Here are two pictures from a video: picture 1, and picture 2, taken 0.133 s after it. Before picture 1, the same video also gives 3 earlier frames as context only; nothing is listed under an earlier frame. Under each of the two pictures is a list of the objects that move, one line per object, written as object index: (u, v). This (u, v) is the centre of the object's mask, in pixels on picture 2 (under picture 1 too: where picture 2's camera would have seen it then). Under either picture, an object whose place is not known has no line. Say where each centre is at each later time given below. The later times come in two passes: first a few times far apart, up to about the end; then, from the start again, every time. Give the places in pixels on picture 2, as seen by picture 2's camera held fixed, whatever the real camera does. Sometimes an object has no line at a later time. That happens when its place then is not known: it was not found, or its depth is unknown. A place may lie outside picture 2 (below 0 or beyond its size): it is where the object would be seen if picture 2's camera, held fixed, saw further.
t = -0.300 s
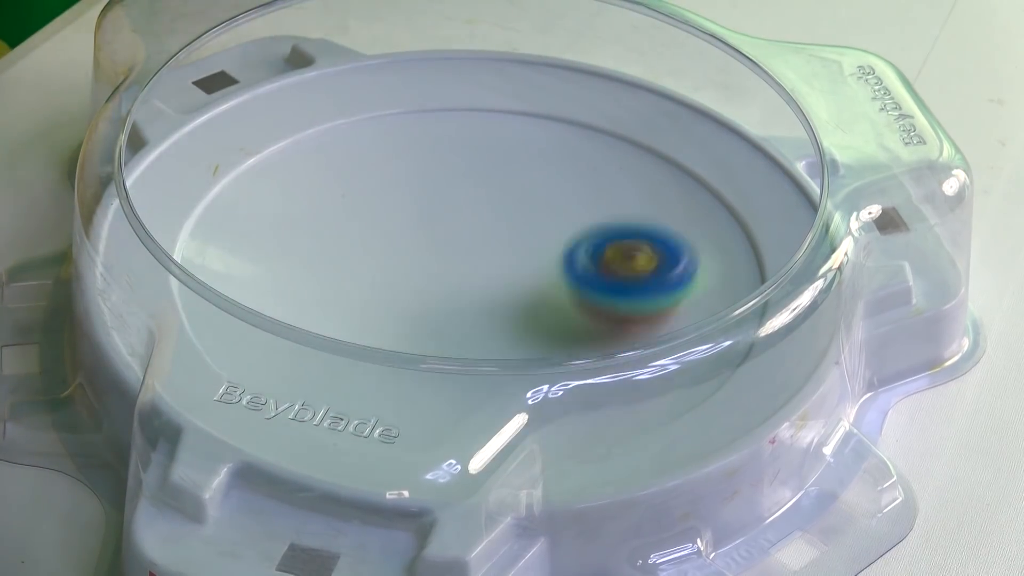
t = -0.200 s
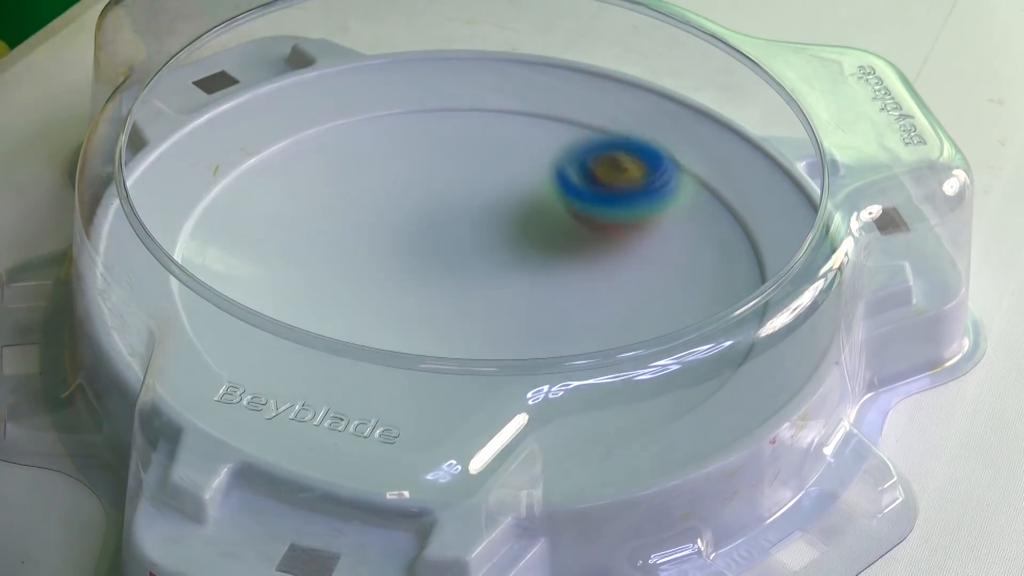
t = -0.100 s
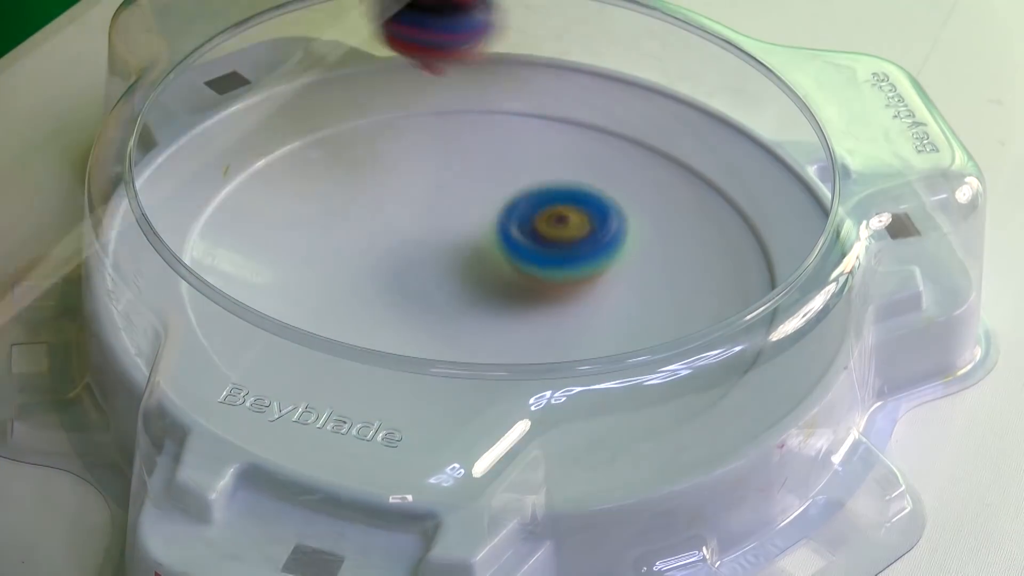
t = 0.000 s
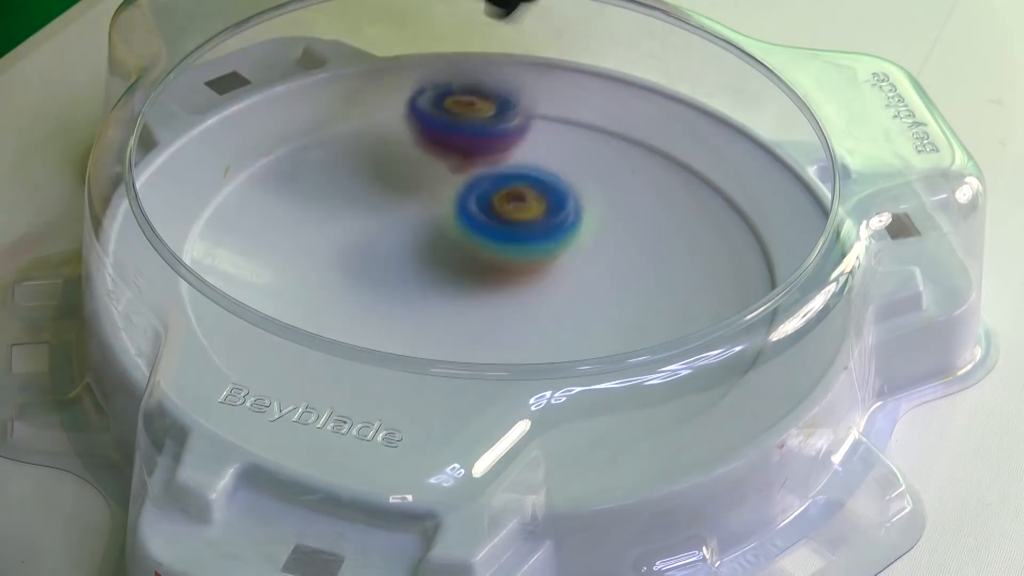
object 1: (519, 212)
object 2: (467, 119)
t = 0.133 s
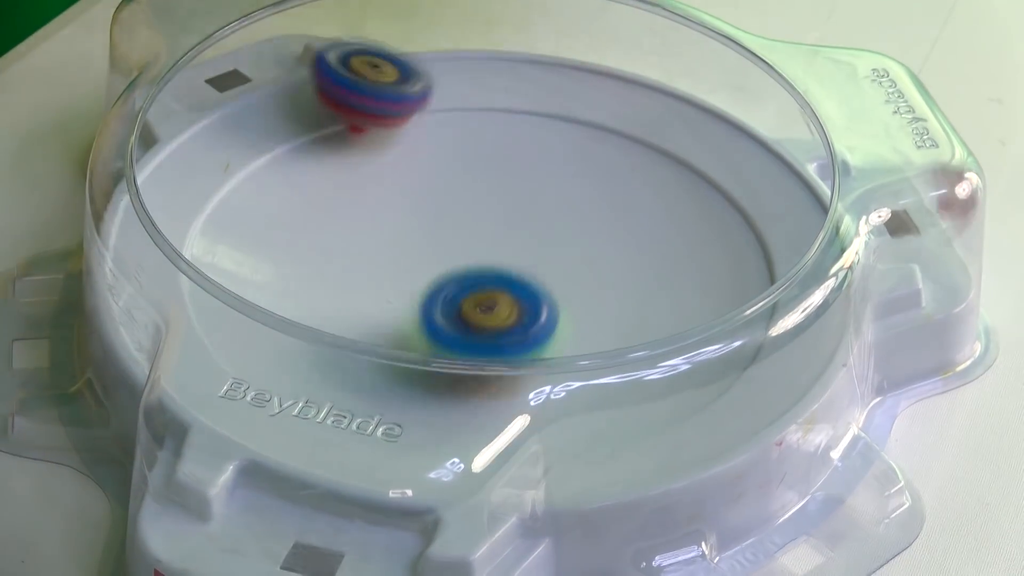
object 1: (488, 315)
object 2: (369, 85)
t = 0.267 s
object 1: (492, 358)
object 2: (318, 151)
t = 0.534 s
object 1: (549, 283)
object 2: (314, 267)
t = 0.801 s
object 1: (586, 253)
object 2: (366, 200)
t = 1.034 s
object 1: (521, 259)
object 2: (295, 167)
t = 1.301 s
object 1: (509, 266)
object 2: (362, 212)
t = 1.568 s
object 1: (532, 306)
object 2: (447, 167)
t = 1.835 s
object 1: (516, 257)
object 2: (454, 145)
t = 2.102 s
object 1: (513, 304)
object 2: (517, 206)
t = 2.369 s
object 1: (457, 306)
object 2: (635, 208)
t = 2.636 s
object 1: (471, 269)
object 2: (608, 194)
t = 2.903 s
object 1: (430, 283)
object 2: (586, 253)
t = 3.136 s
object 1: (428, 282)
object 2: (602, 301)
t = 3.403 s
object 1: (440, 268)
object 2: (603, 303)
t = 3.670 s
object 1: (447, 235)
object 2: (511, 321)
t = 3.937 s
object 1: (469, 231)
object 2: (480, 344)
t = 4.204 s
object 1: (503, 233)
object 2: (425, 317)
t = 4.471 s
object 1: (510, 239)
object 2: (375, 306)
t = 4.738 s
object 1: (581, 221)
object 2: (283, 285)
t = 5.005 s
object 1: (555, 239)
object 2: (313, 316)
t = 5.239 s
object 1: (621, 229)
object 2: (271, 259)
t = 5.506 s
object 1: (664, 223)
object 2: (286, 261)
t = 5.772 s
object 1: (540, 260)
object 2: (390, 220)
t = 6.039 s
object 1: (551, 289)
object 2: (421, 162)
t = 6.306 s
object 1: (505, 282)
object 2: (495, 162)
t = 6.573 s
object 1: (472, 273)
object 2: (576, 203)
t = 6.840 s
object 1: (460, 263)
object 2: (608, 260)
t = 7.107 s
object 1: (471, 254)
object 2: (576, 310)
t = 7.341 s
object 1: (491, 250)
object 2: (506, 327)
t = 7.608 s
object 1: (508, 261)
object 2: (416, 316)
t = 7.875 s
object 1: (514, 271)
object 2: (363, 271)
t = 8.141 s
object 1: (499, 281)
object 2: (379, 218)
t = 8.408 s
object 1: (483, 280)
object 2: (448, 183)
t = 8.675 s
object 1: (460, 275)
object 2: (547, 195)
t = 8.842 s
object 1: (454, 268)
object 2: (582, 227)
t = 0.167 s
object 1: (485, 325)
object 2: (355, 94)
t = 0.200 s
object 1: (484, 348)
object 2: (342, 113)
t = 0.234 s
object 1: (487, 355)
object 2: (330, 130)
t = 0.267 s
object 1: (492, 358)
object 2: (318, 151)
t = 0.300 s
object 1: (496, 356)
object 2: (309, 172)
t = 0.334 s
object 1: (503, 351)
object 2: (301, 192)
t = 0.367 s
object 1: (510, 330)
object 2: (296, 211)
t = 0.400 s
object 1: (518, 326)
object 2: (291, 227)
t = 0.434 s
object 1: (527, 320)
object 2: (290, 241)
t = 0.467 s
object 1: (534, 312)
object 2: (292, 252)
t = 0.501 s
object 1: (542, 298)
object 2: (301, 260)
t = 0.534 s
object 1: (549, 283)
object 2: (314, 267)
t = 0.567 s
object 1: (554, 267)
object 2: (333, 271)
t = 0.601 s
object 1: (556, 256)
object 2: (354, 271)
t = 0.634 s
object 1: (553, 247)
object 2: (375, 269)
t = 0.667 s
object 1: (544, 239)
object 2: (396, 264)
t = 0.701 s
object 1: (545, 238)
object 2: (402, 252)
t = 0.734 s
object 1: (565, 241)
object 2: (388, 231)
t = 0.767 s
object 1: (578, 246)
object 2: (377, 214)
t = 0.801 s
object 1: (586, 253)
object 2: (366, 200)
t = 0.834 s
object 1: (587, 259)
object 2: (355, 189)
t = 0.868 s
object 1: (582, 265)
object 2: (345, 178)
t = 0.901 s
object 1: (572, 268)
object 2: (334, 171)
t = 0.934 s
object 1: (562, 269)
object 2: (323, 166)
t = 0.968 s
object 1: (548, 268)
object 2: (312, 163)
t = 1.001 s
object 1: (535, 264)
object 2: (302, 163)
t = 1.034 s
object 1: (521, 259)
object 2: (295, 167)
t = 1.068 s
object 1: (508, 253)
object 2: (290, 172)
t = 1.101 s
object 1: (498, 247)
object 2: (290, 179)
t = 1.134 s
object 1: (491, 242)
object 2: (294, 190)
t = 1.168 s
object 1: (488, 238)
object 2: (305, 200)
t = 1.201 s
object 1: (486, 237)
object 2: (320, 210)
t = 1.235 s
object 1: (485, 240)
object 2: (341, 219)
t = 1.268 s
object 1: (494, 250)
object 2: (353, 219)
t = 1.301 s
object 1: (509, 266)
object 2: (362, 212)
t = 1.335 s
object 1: (522, 280)
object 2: (373, 207)
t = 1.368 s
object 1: (534, 292)
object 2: (385, 202)
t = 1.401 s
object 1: (542, 300)
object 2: (397, 197)
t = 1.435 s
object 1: (546, 306)
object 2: (409, 193)
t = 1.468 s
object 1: (547, 309)
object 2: (420, 186)
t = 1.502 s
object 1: (544, 309)
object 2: (431, 180)
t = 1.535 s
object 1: (539, 309)
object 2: (440, 174)
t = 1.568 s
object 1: (532, 306)
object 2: (447, 167)
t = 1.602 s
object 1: (524, 302)
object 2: (453, 161)
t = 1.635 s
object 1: (516, 294)
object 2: (456, 153)
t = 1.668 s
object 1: (511, 286)
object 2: (458, 147)
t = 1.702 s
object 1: (507, 277)
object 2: (458, 144)
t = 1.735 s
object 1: (507, 270)
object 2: (457, 142)
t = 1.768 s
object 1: (508, 264)
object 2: (456, 141)
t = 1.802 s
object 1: (511, 260)
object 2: (454, 142)
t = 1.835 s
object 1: (516, 257)
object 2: (454, 145)
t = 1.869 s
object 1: (522, 257)
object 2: (454, 150)
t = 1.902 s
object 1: (526, 261)
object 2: (456, 156)
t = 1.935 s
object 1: (528, 266)
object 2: (460, 165)
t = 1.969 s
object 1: (527, 274)
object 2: (466, 173)
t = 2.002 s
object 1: (524, 281)
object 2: (474, 183)
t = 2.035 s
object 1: (523, 289)
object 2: (485, 190)
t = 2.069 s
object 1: (519, 297)
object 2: (500, 199)
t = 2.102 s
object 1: (513, 304)
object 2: (517, 206)
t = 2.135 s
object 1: (509, 310)
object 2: (536, 212)
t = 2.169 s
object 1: (501, 312)
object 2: (554, 217)
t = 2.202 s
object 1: (493, 314)
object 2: (571, 219)
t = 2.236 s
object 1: (484, 315)
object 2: (587, 220)
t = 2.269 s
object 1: (476, 315)
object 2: (600, 219)
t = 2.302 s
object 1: (470, 313)
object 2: (614, 216)
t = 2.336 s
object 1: (462, 309)
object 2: (625, 213)
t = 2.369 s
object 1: (457, 306)
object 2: (635, 208)
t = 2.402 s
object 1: (454, 302)
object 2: (643, 204)
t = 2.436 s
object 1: (451, 297)
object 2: (648, 200)
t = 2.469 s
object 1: (452, 291)
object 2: (649, 195)
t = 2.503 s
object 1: (454, 285)
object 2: (647, 191)
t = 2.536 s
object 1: (456, 280)
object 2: (641, 188)
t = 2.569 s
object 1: (461, 275)
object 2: (632, 188)
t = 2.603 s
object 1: (465, 271)
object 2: (621, 189)
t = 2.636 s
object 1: (471, 269)
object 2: (608, 194)
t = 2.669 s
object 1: (477, 268)
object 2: (596, 201)
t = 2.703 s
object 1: (480, 269)
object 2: (586, 208)
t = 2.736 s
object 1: (466, 271)
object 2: (589, 214)
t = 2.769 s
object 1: (457, 275)
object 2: (589, 220)
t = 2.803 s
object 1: (448, 278)
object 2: (589, 227)
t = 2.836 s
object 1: (440, 278)
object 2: (588, 235)
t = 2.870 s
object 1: (434, 280)
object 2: (587, 244)
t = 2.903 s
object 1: (430, 283)
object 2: (586, 253)
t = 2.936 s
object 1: (428, 284)
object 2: (586, 262)
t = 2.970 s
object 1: (426, 284)
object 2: (586, 271)
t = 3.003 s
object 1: (425, 285)
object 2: (588, 279)
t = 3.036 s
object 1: (425, 285)
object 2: (590, 287)
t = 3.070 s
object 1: (425, 285)
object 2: (593, 294)
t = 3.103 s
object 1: (427, 283)
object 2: (597, 299)
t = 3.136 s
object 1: (428, 282)
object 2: (602, 301)
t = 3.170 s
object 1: (431, 280)
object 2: (606, 303)
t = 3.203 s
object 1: (433, 279)
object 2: (610, 304)
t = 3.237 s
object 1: (434, 277)
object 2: (613, 305)
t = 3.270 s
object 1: (436, 275)
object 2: (615, 305)
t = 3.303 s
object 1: (438, 273)
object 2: (615, 304)
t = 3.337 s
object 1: (439, 272)
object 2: (614, 304)
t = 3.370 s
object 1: (439, 271)
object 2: (610, 303)
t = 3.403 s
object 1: (440, 268)
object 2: (603, 303)
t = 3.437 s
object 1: (441, 266)
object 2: (593, 304)
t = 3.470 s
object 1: (441, 265)
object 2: (582, 304)
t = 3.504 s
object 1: (442, 263)
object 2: (570, 304)
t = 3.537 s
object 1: (440, 259)
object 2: (558, 306)
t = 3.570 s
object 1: (441, 251)
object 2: (547, 310)
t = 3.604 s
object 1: (442, 244)
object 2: (534, 315)
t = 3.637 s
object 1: (444, 238)
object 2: (522, 318)
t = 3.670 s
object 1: (447, 235)
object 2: (511, 321)
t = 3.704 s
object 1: (449, 231)
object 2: (503, 324)
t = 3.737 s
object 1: (452, 229)
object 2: (495, 326)
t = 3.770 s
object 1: (453, 228)
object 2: (489, 337)
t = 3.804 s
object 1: (457, 226)
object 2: (484, 340)
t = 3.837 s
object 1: (460, 227)
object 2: (480, 345)
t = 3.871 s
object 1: (463, 228)
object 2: (480, 345)
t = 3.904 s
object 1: (466, 229)
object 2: (480, 345)
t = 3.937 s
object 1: (469, 231)
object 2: (480, 344)
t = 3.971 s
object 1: (472, 233)
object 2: (479, 342)
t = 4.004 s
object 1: (474, 236)
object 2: (478, 329)
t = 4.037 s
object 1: (475, 238)
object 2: (476, 327)
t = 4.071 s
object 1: (477, 239)
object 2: (472, 324)
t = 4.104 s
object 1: (479, 240)
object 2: (468, 322)
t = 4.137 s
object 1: (482, 240)
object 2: (459, 319)
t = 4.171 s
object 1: (494, 237)
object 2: (440, 319)
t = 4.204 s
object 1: (503, 233)
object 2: (425, 317)
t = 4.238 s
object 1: (510, 230)
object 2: (411, 316)
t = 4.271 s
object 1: (514, 228)
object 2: (399, 315)
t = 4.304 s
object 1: (518, 228)
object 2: (389, 313)
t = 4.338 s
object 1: (519, 228)
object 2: (382, 312)
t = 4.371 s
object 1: (519, 230)
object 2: (377, 310)
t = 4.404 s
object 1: (517, 232)
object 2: (375, 309)
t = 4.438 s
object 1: (514, 236)
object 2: (374, 308)
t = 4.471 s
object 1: (510, 239)
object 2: (375, 306)
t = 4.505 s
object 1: (506, 243)
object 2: (378, 304)
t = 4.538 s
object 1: (500, 245)
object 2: (382, 302)
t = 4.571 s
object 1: (496, 248)
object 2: (386, 299)
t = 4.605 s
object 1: (494, 249)
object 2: (386, 294)
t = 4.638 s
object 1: (517, 243)
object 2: (348, 291)
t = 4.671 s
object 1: (546, 233)
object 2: (317, 289)
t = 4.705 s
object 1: (567, 226)
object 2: (296, 286)
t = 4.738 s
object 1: (581, 221)
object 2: (283, 285)
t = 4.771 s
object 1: (590, 220)
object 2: (271, 297)
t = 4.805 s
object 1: (593, 220)
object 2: (267, 302)
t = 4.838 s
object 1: (592, 221)
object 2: (268, 307)
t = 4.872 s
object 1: (588, 225)
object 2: (269, 311)
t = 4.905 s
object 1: (581, 228)
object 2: (275, 314)
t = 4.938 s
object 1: (573, 232)
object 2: (286, 317)
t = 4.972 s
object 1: (564, 235)
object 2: (299, 318)
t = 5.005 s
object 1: (555, 239)
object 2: (313, 316)
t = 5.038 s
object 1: (544, 243)
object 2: (334, 303)
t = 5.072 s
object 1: (532, 247)
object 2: (352, 301)
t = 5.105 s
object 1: (522, 250)
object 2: (368, 298)
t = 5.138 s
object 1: (512, 252)
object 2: (385, 289)
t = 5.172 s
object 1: (526, 251)
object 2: (372, 277)
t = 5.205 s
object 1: (577, 240)
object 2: (315, 270)
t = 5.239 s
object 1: (621, 229)
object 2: (271, 259)
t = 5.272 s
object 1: (656, 219)
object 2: (241, 251)
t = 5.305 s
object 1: (679, 213)
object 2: (225, 245)
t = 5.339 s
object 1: (694, 208)
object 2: (221, 243)
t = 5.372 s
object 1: (699, 208)
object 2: (227, 248)
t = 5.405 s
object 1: (700, 210)
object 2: (238, 251)
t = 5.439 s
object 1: (692, 214)
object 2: (253, 255)
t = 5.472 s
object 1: (679, 219)
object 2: (269, 258)
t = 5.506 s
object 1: (664, 223)
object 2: (286, 261)
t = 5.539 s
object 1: (642, 229)
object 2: (304, 260)
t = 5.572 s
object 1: (622, 233)
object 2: (320, 259)
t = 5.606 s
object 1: (605, 238)
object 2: (337, 255)
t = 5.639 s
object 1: (588, 242)
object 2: (353, 251)
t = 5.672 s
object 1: (569, 246)
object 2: (366, 246)
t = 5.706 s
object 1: (554, 249)
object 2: (380, 239)
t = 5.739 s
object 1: (538, 253)
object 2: (393, 232)
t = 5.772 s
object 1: (540, 260)
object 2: (390, 220)
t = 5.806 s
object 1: (551, 267)
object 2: (384, 209)
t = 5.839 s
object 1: (560, 272)
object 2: (384, 199)
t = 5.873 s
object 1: (564, 278)
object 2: (388, 190)
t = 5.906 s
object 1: (565, 283)
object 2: (394, 183)
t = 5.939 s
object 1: (563, 285)
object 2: (400, 177)
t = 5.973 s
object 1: (561, 287)
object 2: (406, 171)
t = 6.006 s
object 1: (557, 288)
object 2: (414, 165)
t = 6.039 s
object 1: (551, 289)
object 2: (421, 162)
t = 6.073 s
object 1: (545, 289)
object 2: (429, 158)
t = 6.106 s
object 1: (538, 288)
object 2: (437, 156)
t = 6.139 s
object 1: (532, 287)
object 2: (446, 155)
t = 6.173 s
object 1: (527, 287)
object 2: (454, 155)
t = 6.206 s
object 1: (521, 286)
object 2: (462, 156)
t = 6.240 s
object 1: (514, 285)
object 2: (473, 156)
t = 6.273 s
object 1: (509, 284)
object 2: (484, 159)
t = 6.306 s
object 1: (505, 282)
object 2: (495, 162)
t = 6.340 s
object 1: (500, 282)
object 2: (505, 166)
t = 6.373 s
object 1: (495, 280)
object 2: (517, 170)
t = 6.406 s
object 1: (491, 280)
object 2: (528, 175)
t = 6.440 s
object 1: (487, 278)
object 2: (538, 180)
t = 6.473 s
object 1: (484, 277)
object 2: (548, 186)
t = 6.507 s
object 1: (480, 277)
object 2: (558, 191)
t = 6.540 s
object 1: (476, 276)
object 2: (567, 198)
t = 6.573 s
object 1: (472, 273)
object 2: (576, 203)
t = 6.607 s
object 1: (472, 271)
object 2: (583, 210)
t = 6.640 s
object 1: (469, 271)
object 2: (589, 217)
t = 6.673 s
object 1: (467, 271)
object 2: (594, 224)
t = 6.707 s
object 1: (465, 268)
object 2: (599, 231)
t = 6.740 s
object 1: (464, 268)
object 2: (603, 238)
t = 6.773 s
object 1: (463, 267)
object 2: (605, 245)
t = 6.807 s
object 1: (461, 266)
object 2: (607, 252)
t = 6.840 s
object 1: (460, 263)
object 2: (608, 260)
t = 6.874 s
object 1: (461, 262)
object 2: (607, 267)
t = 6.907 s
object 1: (462, 261)
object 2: (606, 274)
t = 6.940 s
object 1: (462, 260)
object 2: (604, 281)
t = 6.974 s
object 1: (463, 258)
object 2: (600, 288)
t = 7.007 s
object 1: (465, 257)
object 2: (596, 294)
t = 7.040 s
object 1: (468, 257)
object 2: (590, 300)
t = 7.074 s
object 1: (470, 255)
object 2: (583, 305)
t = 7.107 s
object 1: (471, 254)
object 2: (576, 310)
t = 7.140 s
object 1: (472, 254)
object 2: (568, 314)
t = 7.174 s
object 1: (476, 253)
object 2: (559, 318)
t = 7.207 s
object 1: (479, 251)
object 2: (550, 320)
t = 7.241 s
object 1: (479, 251)
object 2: (539, 322)
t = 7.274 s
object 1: (483, 251)
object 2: (528, 324)
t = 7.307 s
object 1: (488, 250)
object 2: (518, 326)
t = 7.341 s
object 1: (491, 250)
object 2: (506, 327)
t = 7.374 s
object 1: (493, 251)
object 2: (495, 328)
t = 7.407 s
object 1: (498, 252)
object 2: (482, 328)
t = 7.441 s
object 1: (503, 252)
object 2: (471, 327)
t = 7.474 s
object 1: (504, 254)
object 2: (459, 326)
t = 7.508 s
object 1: (505, 256)
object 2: (448, 324)
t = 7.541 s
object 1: (509, 257)
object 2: (438, 322)
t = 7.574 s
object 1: (510, 259)
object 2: (427, 319)
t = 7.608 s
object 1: (508, 261)
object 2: (416, 316)
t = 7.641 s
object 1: (509, 263)
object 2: (407, 312)
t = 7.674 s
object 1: (511, 265)
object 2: (398, 307)
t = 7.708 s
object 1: (509, 262)
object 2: (391, 302)
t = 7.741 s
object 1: (509, 268)
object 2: (383, 297)
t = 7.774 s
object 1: (511, 266)
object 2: (376, 292)
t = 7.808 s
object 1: (512, 273)
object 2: (370, 286)
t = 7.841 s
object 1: (513, 274)
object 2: (366, 277)
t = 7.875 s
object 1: (514, 271)
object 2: (363, 271)
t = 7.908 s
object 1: (513, 271)
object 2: (361, 263)
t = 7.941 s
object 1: (510, 277)
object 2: (360, 256)
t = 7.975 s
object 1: (510, 274)
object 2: (360, 250)
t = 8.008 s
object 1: (507, 279)
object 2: (362, 244)
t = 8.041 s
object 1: (505, 278)
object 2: (365, 238)
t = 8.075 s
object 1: (503, 280)
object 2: (369, 231)
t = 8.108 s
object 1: (501, 280)
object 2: (374, 225)
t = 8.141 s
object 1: (499, 281)
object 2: (379, 218)
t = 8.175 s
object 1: (498, 283)
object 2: (386, 210)
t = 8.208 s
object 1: (495, 283)
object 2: (394, 204)
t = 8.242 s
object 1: (494, 284)
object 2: (401, 199)
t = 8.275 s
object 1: (490, 282)
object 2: (409, 194)
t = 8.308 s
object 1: (488, 280)
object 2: (417, 190)
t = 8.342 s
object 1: (488, 281)
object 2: (426, 188)
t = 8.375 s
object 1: (483, 278)
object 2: (437, 185)
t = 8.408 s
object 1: (483, 280)
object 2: (448, 183)
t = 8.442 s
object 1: (478, 279)
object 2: (460, 181)
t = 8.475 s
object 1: (475, 280)
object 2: (473, 181)
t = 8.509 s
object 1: (475, 278)
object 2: (485, 181)
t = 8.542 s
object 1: (470, 277)
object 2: (497, 183)
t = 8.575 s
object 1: (471, 276)
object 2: (509, 184)
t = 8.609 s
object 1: (464, 277)
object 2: (523, 187)
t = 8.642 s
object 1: (464, 274)
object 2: (535, 191)
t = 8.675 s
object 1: (460, 275)
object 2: (547, 195)
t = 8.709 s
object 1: (462, 273)
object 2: (555, 201)
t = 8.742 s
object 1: (460, 273)
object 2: (562, 207)
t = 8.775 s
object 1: (464, 272)
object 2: (568, 211)
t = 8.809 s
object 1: (460, 272)
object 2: (572, 217)
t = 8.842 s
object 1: (454, 268)
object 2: (582, 227)
